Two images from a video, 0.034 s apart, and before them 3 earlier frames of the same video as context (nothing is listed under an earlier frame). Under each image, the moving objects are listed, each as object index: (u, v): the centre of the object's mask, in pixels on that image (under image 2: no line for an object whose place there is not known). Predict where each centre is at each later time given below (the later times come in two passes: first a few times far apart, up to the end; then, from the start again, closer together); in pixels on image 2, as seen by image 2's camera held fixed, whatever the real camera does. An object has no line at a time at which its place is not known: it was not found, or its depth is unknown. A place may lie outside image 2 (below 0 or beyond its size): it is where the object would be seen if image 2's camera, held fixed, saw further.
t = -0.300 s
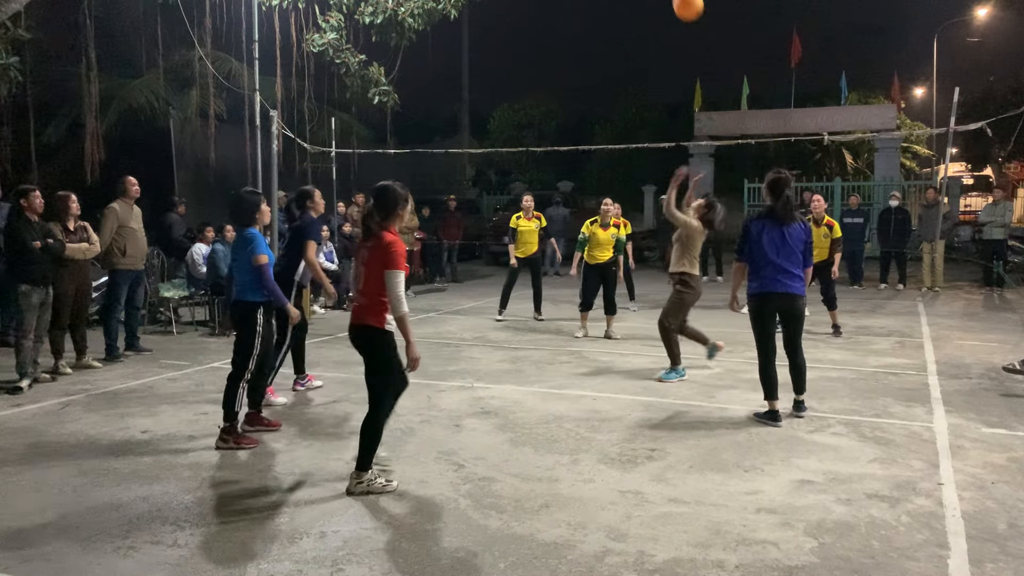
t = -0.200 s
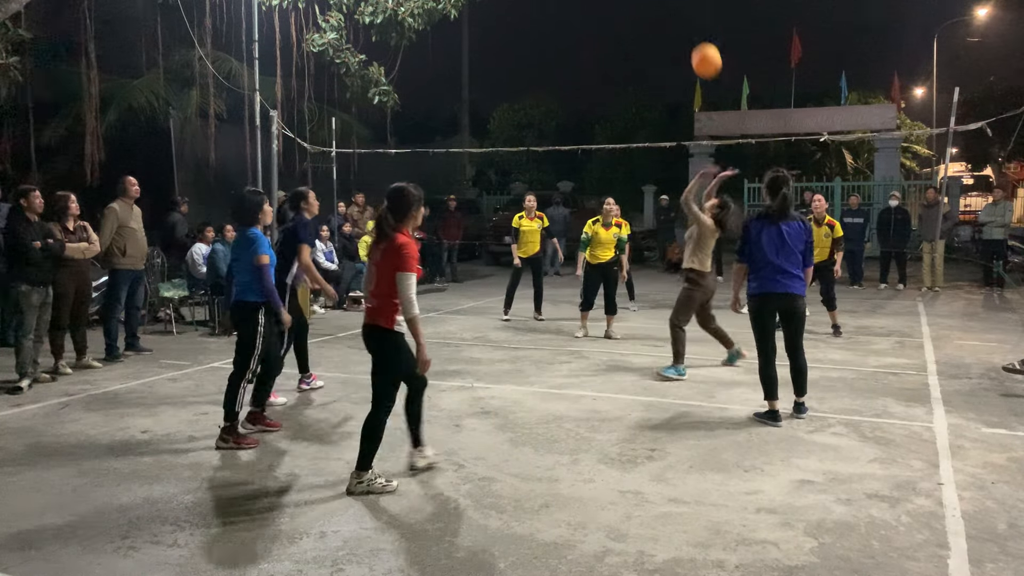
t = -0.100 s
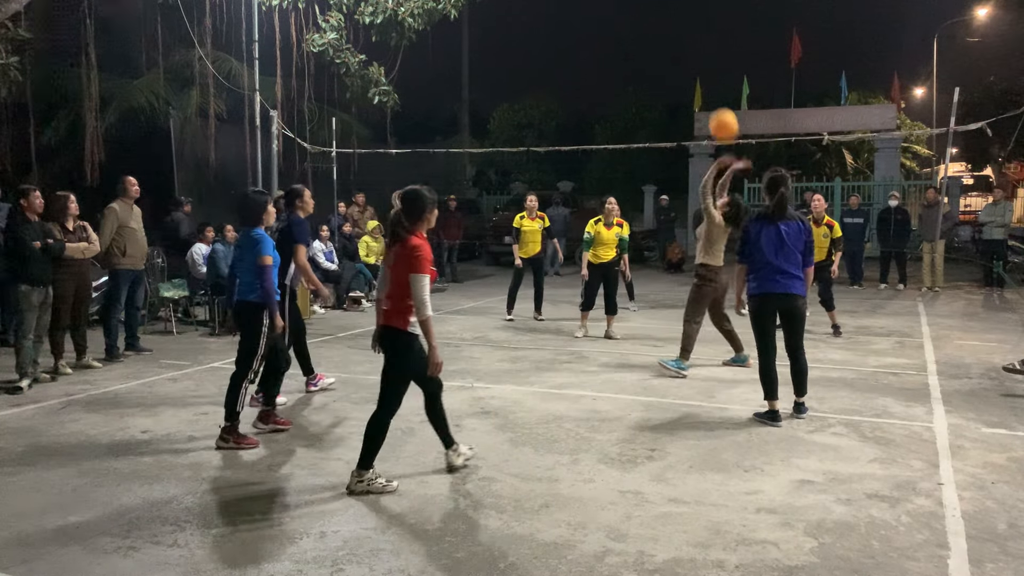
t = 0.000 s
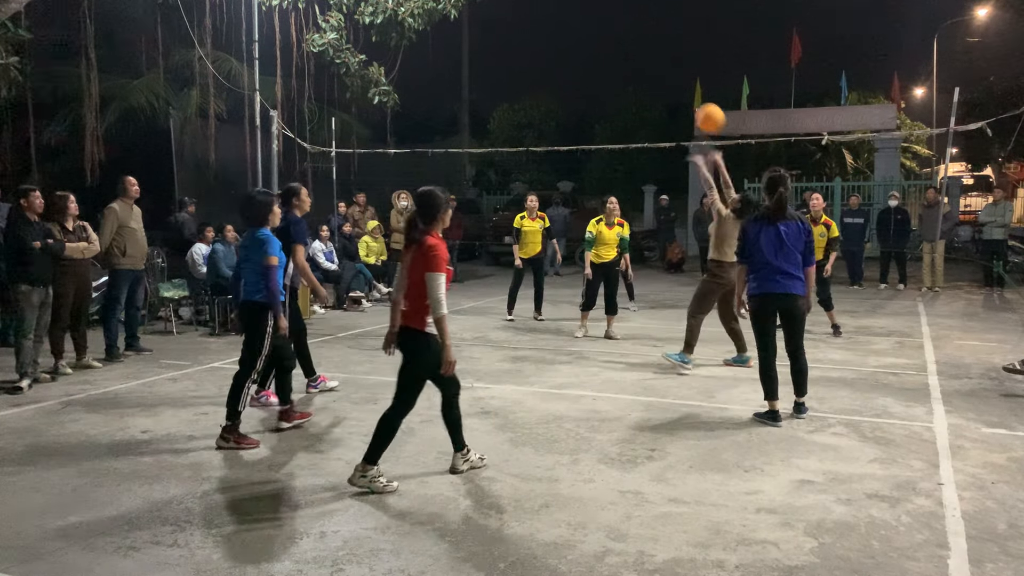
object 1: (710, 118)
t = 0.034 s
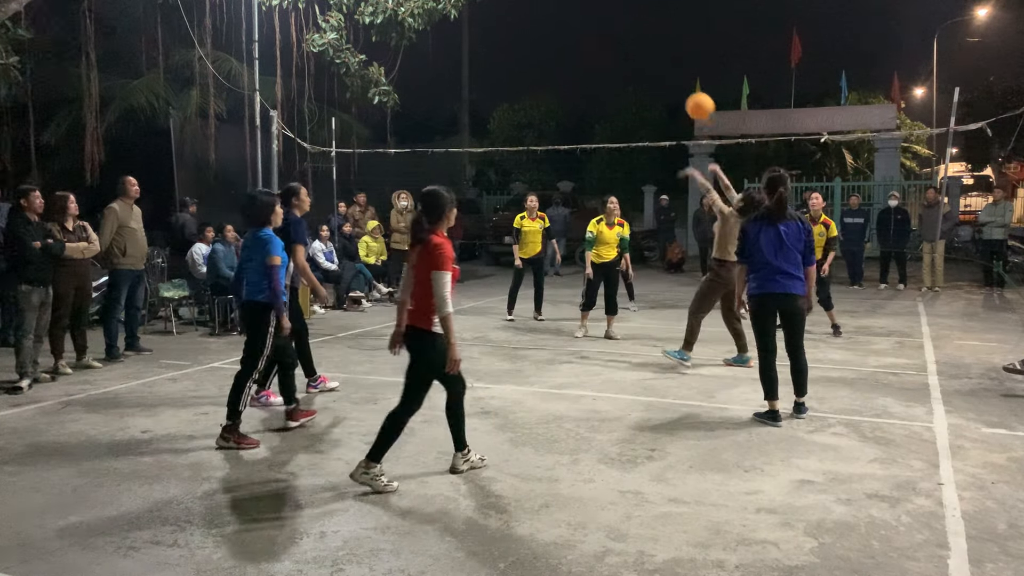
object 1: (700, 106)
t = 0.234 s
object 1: (645, 71)
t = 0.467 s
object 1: (594, 84)
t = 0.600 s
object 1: (572, 111)
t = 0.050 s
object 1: (695, 101)
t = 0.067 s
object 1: (690, 97)
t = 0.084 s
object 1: (685, 93)
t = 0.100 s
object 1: (680, 89)
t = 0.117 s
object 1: (676, 85)
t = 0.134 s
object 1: (671, 82)
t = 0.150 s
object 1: (667, 80)
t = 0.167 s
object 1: (662, 77)
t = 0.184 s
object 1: (658, 75)
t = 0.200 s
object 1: (653, 73)
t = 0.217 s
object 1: (649, 72)
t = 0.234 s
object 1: (645, 71)
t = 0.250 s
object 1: (641, 70)
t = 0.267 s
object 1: (637, 69)
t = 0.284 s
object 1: (633, 69)
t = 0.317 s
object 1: (625, 70)
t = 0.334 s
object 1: (622, 70)
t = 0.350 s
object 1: (618, 71)
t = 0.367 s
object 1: (614, 72)
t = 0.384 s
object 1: (611, 74)
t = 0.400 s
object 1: (607, 76)
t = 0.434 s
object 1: (601, 80)
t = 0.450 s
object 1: (598, 82)
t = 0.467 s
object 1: (594, 84)
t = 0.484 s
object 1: (591, 87)
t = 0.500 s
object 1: (588, 90)
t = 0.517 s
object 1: (585, 93)
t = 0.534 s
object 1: (583, 96)
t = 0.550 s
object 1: (580, 100)
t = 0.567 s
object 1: (577, 103)
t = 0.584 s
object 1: (574, 107)
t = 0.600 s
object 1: (572, 111)
